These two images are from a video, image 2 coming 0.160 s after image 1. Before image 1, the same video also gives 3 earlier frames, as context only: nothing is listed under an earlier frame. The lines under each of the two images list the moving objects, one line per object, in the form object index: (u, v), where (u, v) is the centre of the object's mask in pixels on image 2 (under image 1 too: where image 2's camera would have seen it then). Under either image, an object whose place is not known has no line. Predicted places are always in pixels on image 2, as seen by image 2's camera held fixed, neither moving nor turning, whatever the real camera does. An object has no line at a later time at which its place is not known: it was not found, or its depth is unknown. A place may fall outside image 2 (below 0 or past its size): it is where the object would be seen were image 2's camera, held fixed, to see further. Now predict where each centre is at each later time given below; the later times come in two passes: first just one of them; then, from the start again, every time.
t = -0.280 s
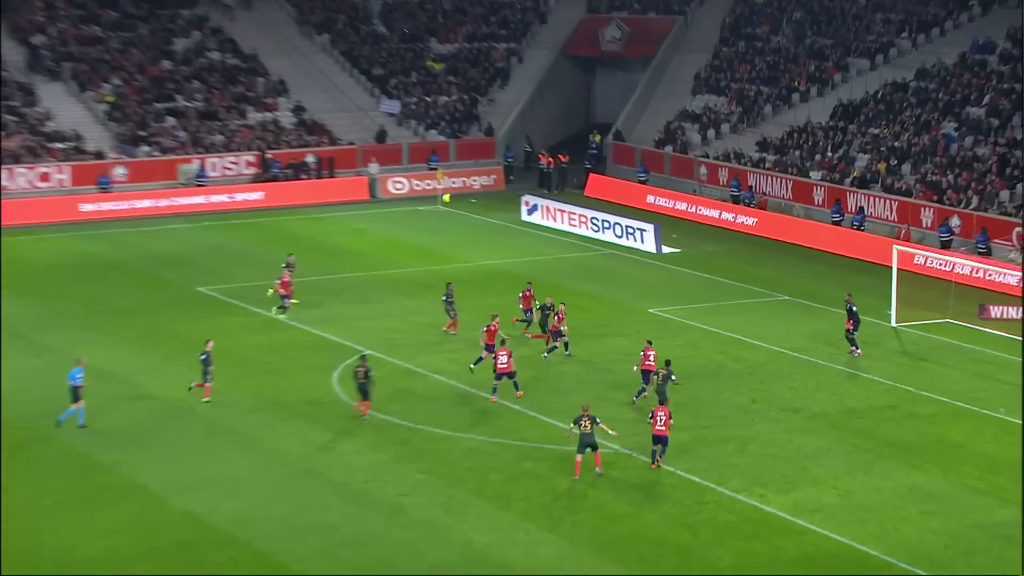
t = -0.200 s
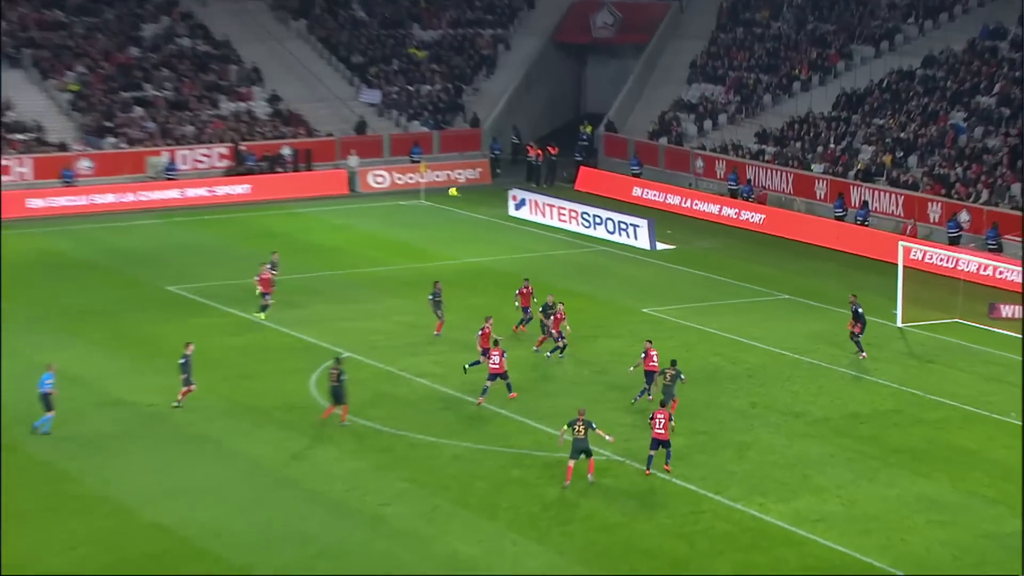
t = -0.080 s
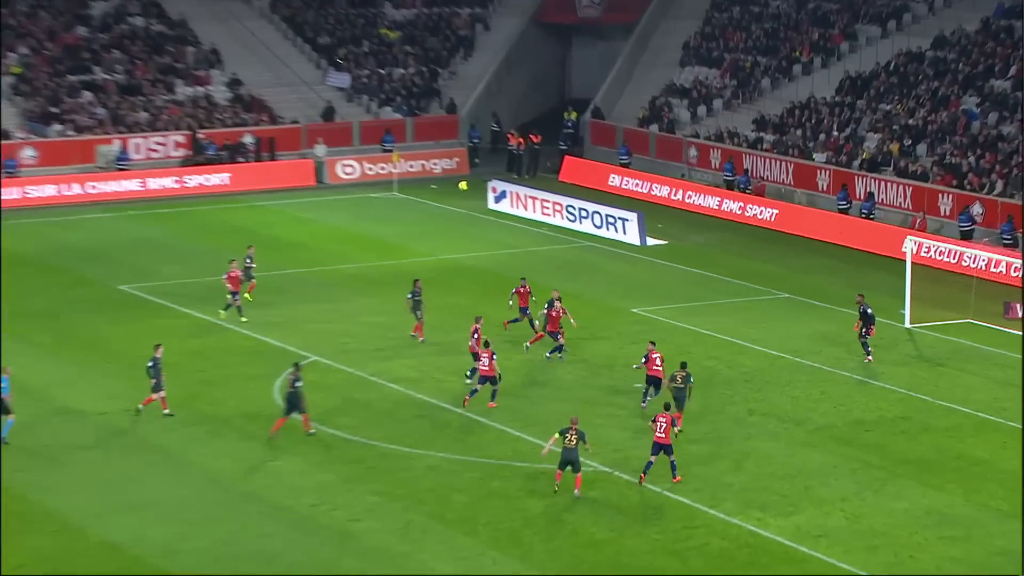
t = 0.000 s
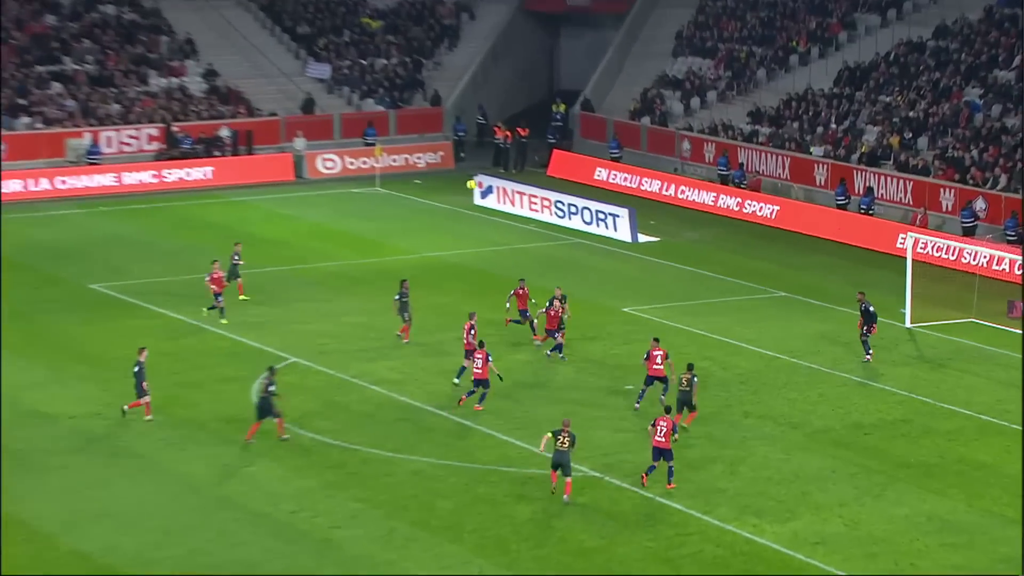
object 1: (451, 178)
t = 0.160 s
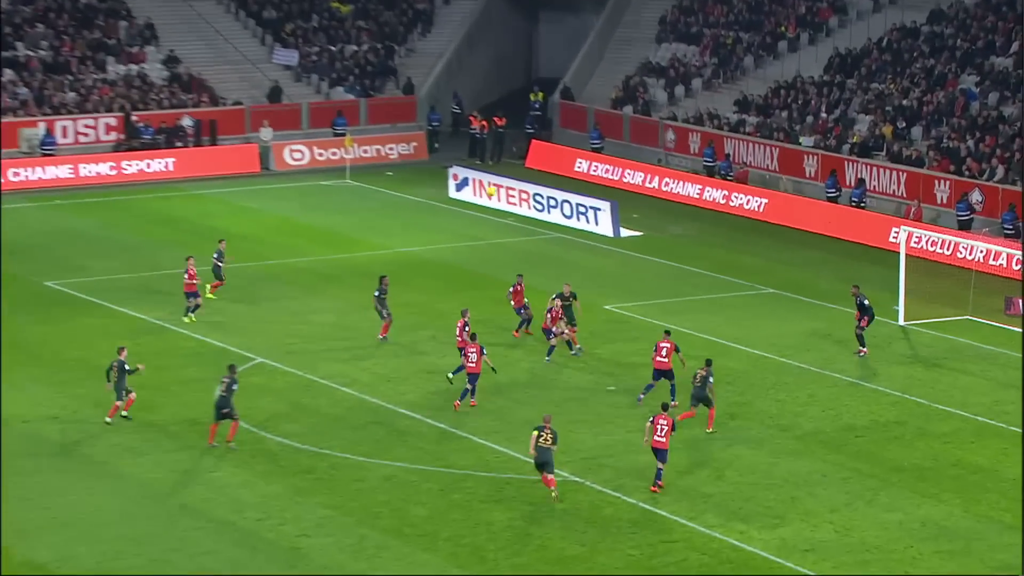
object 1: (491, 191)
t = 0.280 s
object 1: (521, 205)
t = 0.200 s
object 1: (502, 194)
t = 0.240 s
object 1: (511, 200)
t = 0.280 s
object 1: (521, 205)
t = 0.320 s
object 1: (531, 210)
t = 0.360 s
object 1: (541, 216)
